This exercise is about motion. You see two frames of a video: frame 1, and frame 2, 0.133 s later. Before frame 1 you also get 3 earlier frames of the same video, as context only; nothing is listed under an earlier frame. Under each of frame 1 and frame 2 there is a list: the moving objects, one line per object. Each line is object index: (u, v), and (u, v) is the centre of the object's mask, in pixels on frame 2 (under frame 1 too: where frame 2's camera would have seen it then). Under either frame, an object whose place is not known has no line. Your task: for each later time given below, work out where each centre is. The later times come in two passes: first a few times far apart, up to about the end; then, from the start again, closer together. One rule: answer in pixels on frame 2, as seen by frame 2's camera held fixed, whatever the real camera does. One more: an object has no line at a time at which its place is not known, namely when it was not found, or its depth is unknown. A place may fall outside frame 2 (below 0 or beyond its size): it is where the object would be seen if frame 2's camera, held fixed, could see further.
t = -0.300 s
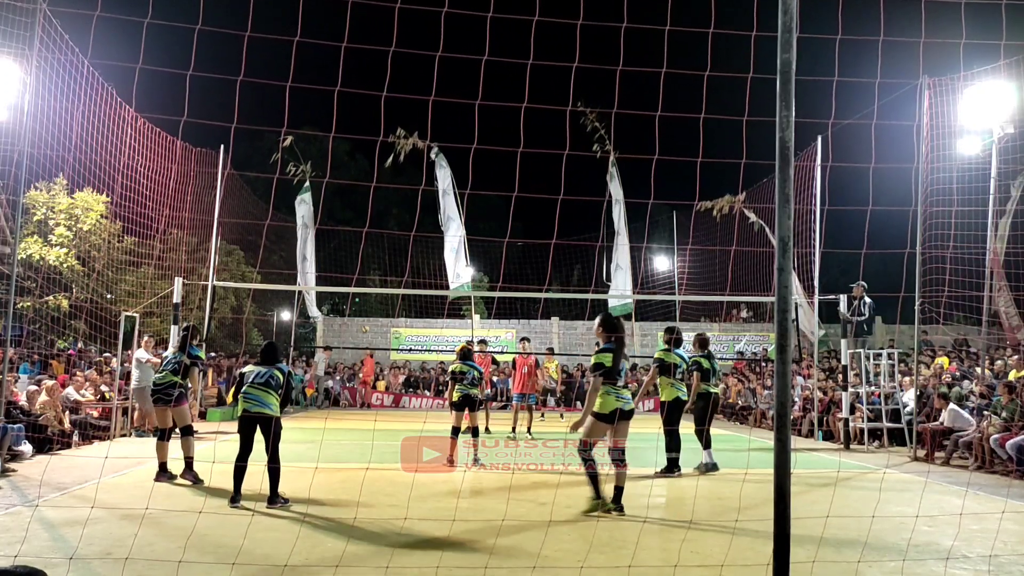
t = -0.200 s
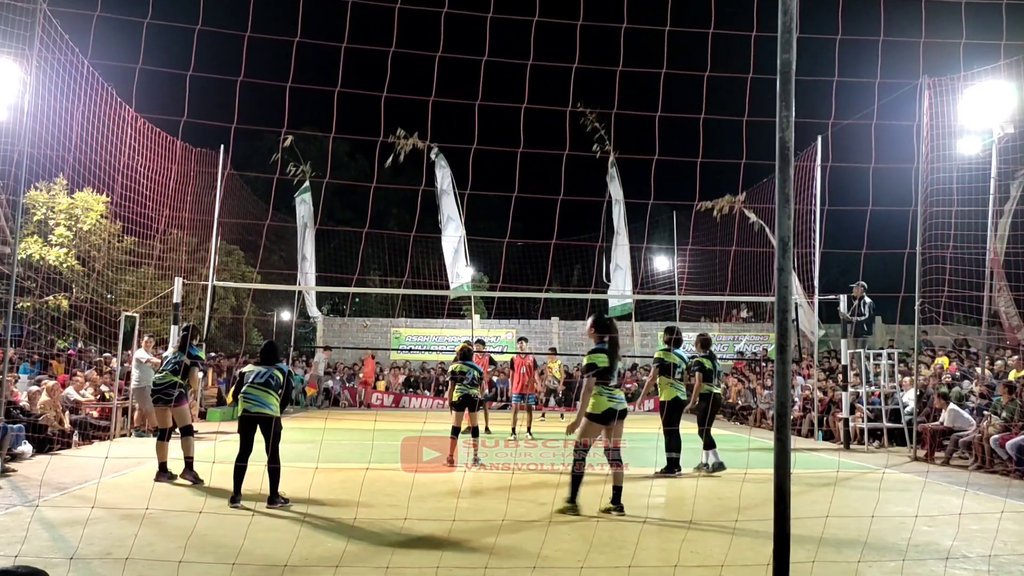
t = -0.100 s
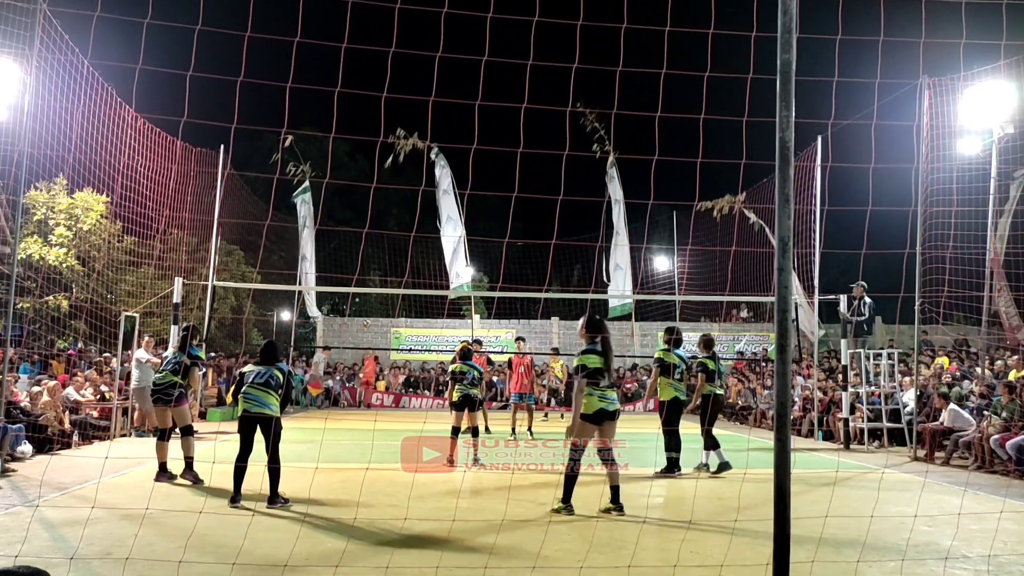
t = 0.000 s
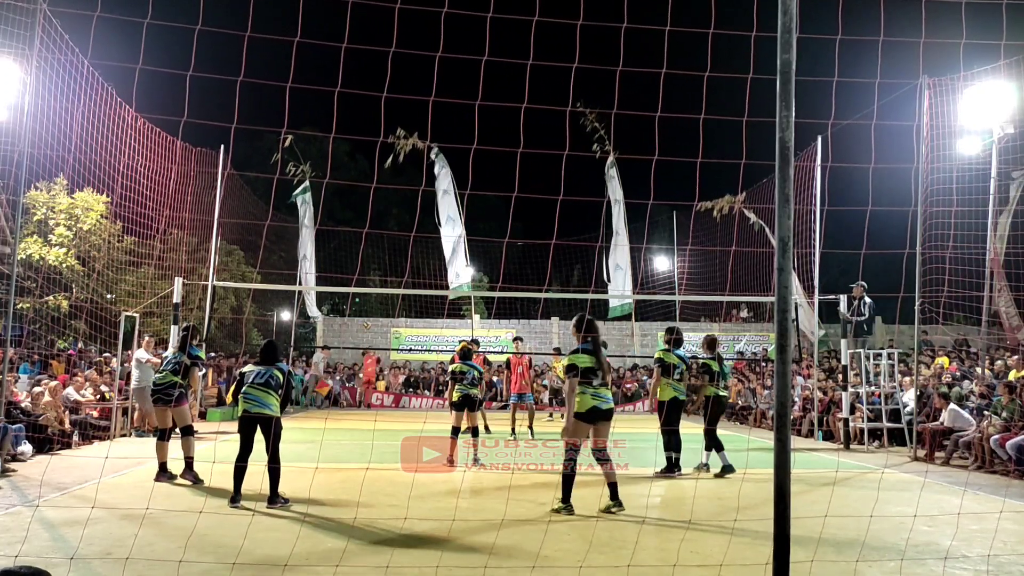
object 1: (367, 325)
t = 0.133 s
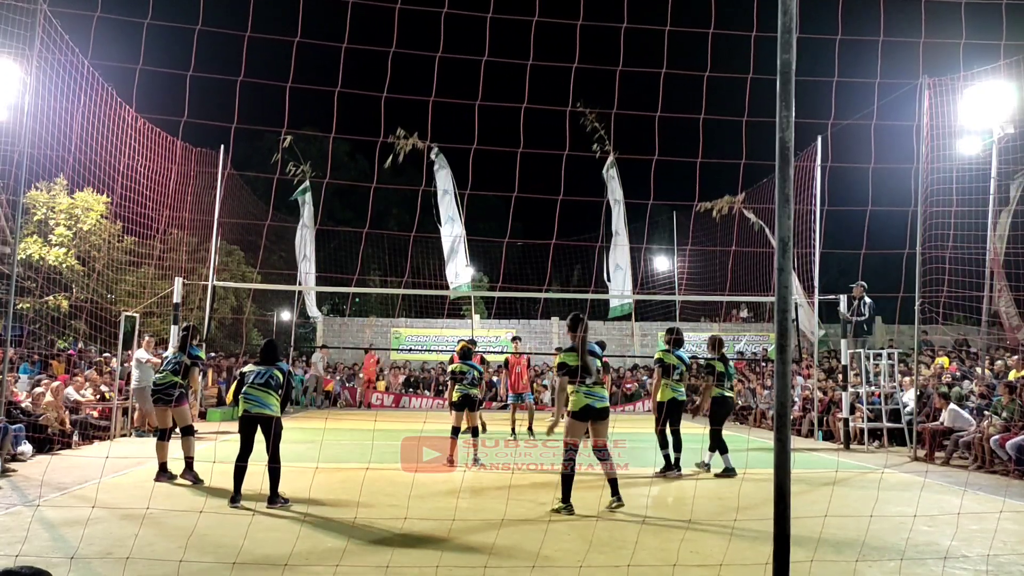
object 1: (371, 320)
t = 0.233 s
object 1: (381, 300)
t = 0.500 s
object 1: (407, 254)
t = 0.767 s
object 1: (437, 234)
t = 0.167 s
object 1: (375, 313)
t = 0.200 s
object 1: (378, 307)
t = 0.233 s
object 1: (381, 300)
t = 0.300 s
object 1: (388, 285)
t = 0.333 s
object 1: (391, 280)
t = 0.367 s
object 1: (394, 274)
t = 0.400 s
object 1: (397, 269)
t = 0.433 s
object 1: (400, 263)
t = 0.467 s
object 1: (404, 259)
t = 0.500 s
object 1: (407, 254)
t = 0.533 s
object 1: (411, 250)
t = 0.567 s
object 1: (415, 246)
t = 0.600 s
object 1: (419, 243)
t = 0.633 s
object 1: (422, 240)
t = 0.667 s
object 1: (426, 238)
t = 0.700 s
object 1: (430, 236)
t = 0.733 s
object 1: (434, 235)
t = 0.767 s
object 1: (437, 234)
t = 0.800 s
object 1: (441, 234)
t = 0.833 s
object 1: (445, 234)
